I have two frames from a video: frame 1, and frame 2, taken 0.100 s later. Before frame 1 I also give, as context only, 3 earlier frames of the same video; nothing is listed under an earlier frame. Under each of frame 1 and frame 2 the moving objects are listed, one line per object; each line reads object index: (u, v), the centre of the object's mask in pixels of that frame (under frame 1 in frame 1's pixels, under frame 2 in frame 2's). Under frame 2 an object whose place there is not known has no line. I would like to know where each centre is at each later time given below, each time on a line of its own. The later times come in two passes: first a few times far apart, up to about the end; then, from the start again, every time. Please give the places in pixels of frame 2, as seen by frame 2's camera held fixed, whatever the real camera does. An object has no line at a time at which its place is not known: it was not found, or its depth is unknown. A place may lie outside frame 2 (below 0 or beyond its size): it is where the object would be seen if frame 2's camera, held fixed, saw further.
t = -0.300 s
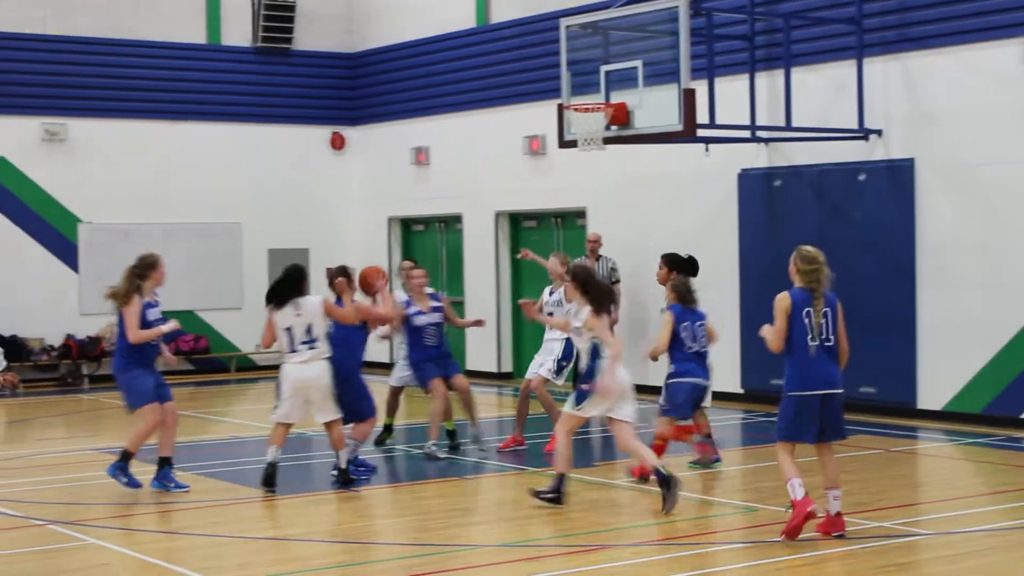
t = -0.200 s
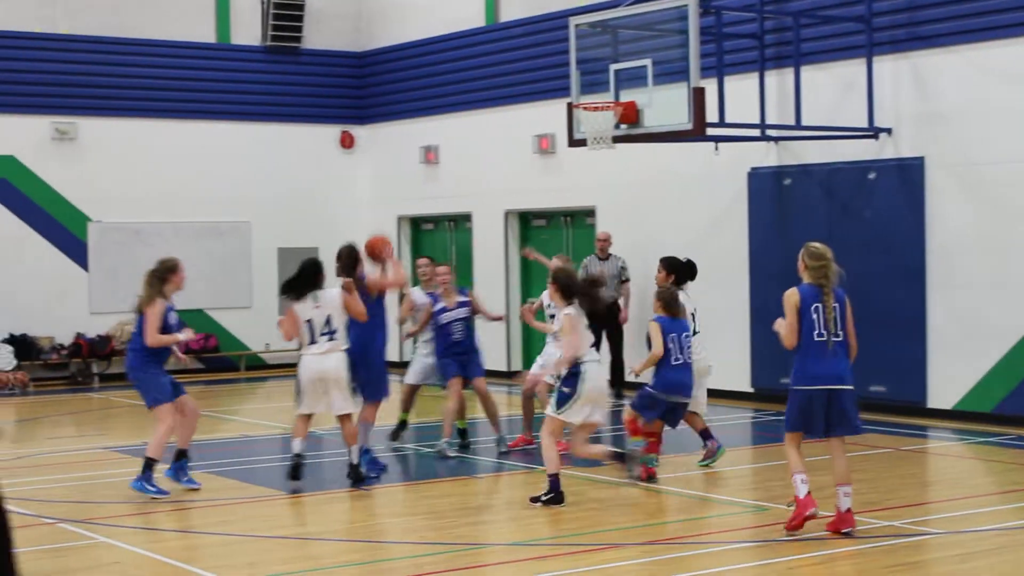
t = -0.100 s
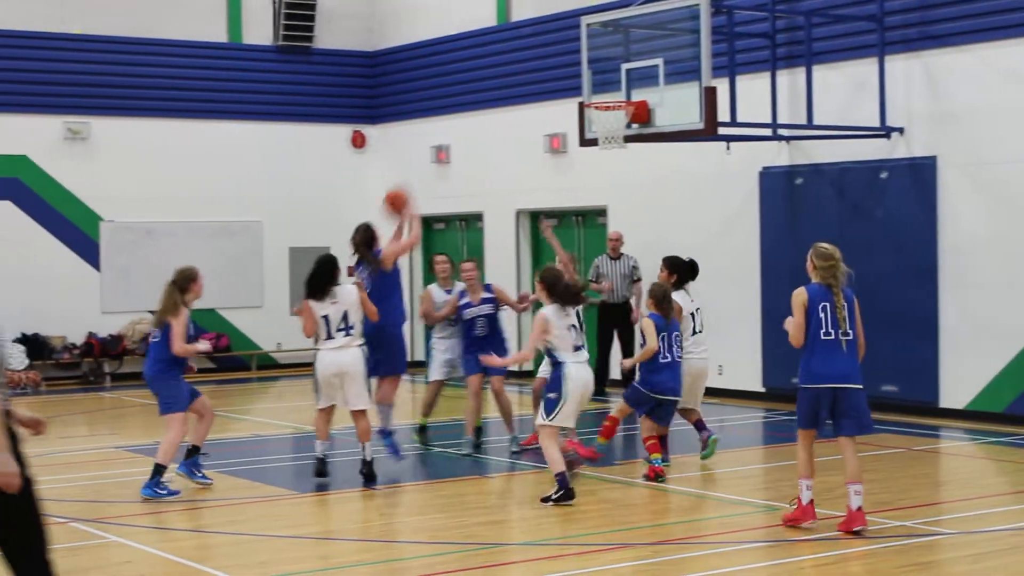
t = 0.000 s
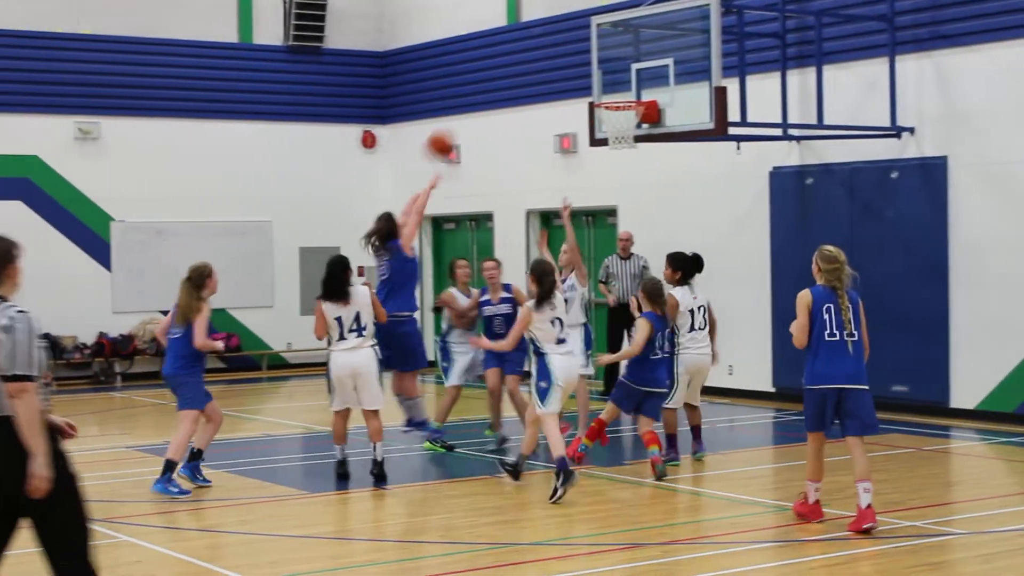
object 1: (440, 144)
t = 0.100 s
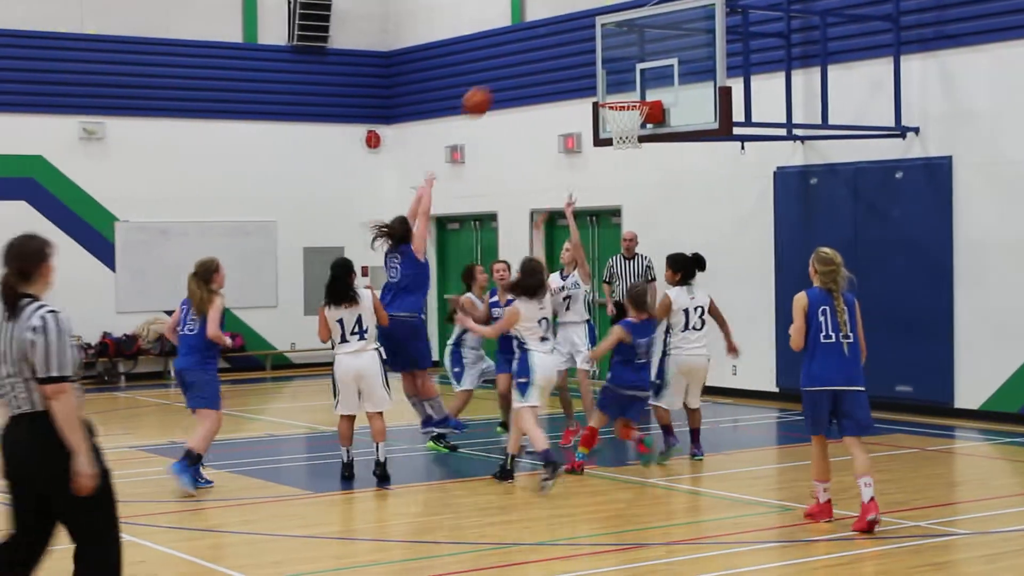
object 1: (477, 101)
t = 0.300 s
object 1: (538, 56)
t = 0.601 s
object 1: (621, 77)
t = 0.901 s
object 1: (663, 56)
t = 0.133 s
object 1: (487, 90)
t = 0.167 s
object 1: (498, 80)
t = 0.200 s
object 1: (508, 72)
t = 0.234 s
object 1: (518, 65)
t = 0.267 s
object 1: (529, 60)
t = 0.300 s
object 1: (538, 56)
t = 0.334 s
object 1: (548, 54)
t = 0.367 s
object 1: (558, 52)
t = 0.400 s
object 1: (567, 52)
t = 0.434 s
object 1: (577, 53)
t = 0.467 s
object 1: (586, 56)
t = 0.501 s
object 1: (595, 59)
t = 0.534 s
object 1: (605, 64)
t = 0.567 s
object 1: (614, 70)
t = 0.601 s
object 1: (621, 77)
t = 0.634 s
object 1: (630, 84)
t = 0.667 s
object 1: (637, 86)
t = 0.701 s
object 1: (643, 79)
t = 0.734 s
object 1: (649, 74)
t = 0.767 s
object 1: (655, 69)
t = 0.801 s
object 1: (660, 65)
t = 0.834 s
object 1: (666, 63)
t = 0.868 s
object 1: (666, 59)
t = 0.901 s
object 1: (663, 56)
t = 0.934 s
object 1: (660, 54)
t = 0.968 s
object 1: (657, 54)
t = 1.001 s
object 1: (654, 54)
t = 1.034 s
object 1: (651, 55)
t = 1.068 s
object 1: (648, 58)
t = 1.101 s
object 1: (644, 63)
